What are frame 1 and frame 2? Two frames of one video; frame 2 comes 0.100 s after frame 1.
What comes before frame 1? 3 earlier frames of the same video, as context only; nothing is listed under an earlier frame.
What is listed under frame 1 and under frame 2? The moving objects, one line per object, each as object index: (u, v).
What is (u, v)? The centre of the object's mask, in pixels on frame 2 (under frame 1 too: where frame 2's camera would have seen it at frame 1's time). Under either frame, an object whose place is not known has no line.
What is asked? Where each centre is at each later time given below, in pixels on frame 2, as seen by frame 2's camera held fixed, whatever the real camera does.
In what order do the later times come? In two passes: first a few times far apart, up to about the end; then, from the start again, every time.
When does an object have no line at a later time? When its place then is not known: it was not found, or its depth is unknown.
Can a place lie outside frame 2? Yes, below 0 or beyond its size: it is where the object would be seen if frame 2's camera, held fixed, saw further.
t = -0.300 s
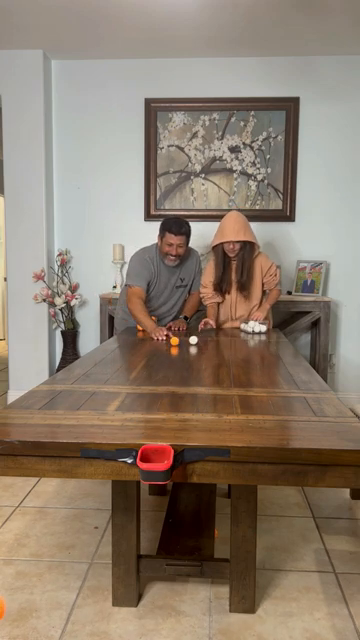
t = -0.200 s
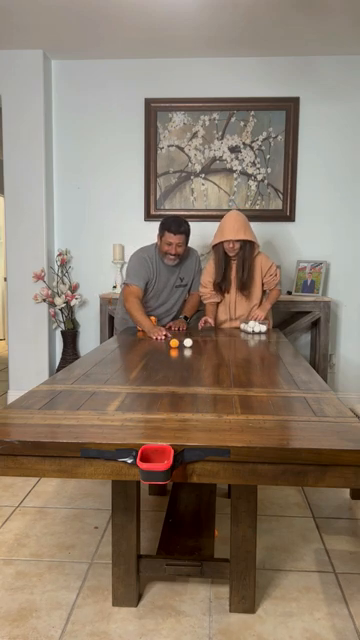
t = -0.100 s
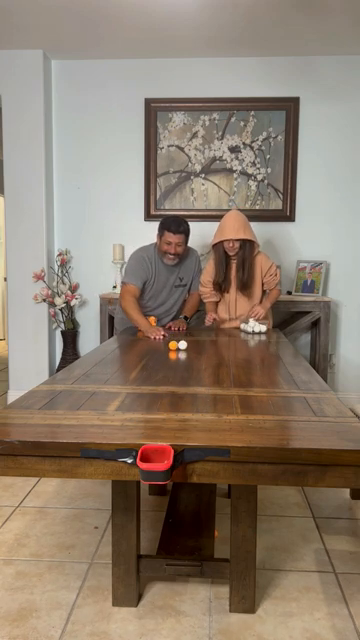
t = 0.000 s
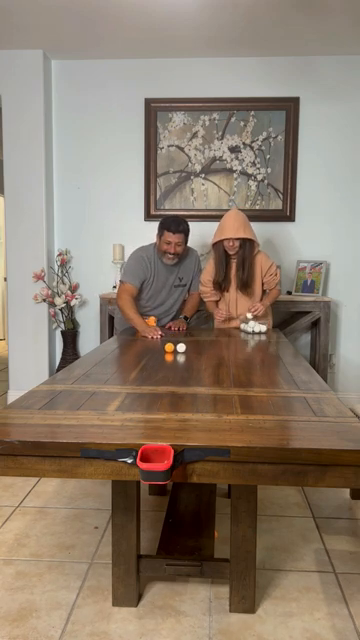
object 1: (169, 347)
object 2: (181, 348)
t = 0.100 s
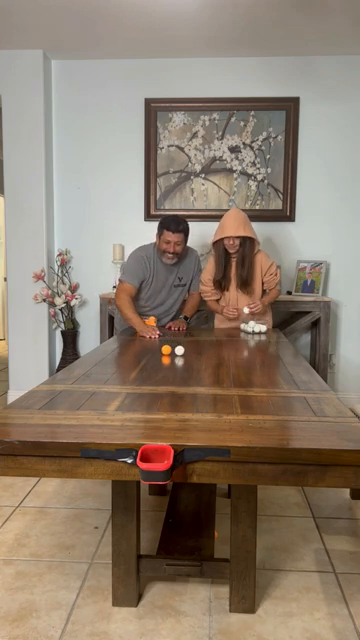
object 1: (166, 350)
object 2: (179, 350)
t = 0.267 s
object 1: (160, 354)
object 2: (176, 355)
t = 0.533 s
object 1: (149, 361)
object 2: (170, 365)
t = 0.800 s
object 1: (134, 369)
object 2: (163, 375)
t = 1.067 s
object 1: (116, 378)
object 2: (153, 387)
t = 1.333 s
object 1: (93, 388)
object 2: (140, 402)
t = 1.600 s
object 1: (63, 401)
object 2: (122, 421)
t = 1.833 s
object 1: (32, 412)
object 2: (101, 467)
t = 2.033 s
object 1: (4, 423)
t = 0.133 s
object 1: (165, 351)
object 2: (179, 351)
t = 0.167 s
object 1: (164, 351)
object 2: (178, 352)
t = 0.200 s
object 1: (162, 352)
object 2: (177, 354)
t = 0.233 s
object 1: (161, 353)
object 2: (177, 355)
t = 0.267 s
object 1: (160, 354)
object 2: (176, 355)
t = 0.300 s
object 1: (159, 355)
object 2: (175, 357)
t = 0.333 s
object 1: (157, 356)
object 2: (175, 358)
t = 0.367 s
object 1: (156, 356)
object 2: (174, 359)
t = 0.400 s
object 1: (154, 357)
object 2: (173, 360)
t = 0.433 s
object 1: (153, 358)
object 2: (173, 361)
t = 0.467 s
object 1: (152, 359)
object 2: (172, 362)
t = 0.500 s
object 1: (150, 360)
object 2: (171, 363)
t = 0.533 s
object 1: (149, 361)
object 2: (170, 365)
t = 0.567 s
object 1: (147, 362)
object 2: (169, 366)
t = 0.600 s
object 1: (145, 363)
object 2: (169, 367)
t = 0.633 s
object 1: (144, 364)
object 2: (168, 369)
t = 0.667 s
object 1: (142, 365)
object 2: (167, 370)
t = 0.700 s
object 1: (140, 366)
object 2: (166, 371)
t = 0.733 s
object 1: (138, 367)
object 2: (165, 372)
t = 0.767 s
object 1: (136, 368)
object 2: (164, 374)
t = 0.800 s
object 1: (134, 369)
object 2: (163, 375)
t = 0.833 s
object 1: (132, 370)
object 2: (162, 376)
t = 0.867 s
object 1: (130, 371)
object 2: (161, 378)
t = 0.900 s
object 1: (128, 372)
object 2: (160, 379)
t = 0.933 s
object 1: (126, 373)
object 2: (159, 380)
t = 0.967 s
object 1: (123, 375)
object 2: (158, 382)
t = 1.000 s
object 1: (121, 376)
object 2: (156, 384)
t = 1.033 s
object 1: (118, 377)
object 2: (155, 386)
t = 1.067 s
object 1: (116, 378)
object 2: (153, 387)
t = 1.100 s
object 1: (113, 379)
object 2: (152, 389)
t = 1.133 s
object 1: (111, 380)
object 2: (151, 391)
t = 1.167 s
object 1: (108, 381)
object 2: (149, 393)
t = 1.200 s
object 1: (105, 383)
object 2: (147, 394)
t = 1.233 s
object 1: (102, 384)
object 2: (146, 396)
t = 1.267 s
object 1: (99, 386)
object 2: (144, 399)
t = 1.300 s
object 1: (96, 387)
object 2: (142, 400)
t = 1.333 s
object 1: (93, 388)
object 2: (140, 402)
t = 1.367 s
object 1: (89, 390)
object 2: (138, 404)
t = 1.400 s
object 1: (86, 391)
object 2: (136, 407)
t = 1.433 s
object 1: (82, 393)
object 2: (134, 409)
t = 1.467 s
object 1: (79, 394)
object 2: (132, 412)
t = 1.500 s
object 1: (75, 396)
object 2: (130, 414)
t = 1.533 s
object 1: (71, 397)
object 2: (127, 416)
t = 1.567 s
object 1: (68, 399)
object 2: (125, 419)
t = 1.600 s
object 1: (63, 401)
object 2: (122, 421)
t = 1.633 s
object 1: (59, 402)
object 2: (119, 424)
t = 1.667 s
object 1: (55, 404)
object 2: (117, 427)
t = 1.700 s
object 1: (51, 405)
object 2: (114, 430)
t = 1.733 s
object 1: (46, 407)
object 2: (111, 432)
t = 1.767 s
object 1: (42, 409)
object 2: (108, 439)
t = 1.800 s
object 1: (37, 411)
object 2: (105, 450)
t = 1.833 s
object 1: (32, 412)
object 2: (101, 467)
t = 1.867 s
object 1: (27, 414)
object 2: (98, 490)
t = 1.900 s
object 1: (22, 416)
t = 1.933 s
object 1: (17, 418)
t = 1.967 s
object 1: (11, 420)
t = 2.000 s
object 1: (7, 422)
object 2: (85, 629)
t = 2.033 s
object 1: (4, 423)
